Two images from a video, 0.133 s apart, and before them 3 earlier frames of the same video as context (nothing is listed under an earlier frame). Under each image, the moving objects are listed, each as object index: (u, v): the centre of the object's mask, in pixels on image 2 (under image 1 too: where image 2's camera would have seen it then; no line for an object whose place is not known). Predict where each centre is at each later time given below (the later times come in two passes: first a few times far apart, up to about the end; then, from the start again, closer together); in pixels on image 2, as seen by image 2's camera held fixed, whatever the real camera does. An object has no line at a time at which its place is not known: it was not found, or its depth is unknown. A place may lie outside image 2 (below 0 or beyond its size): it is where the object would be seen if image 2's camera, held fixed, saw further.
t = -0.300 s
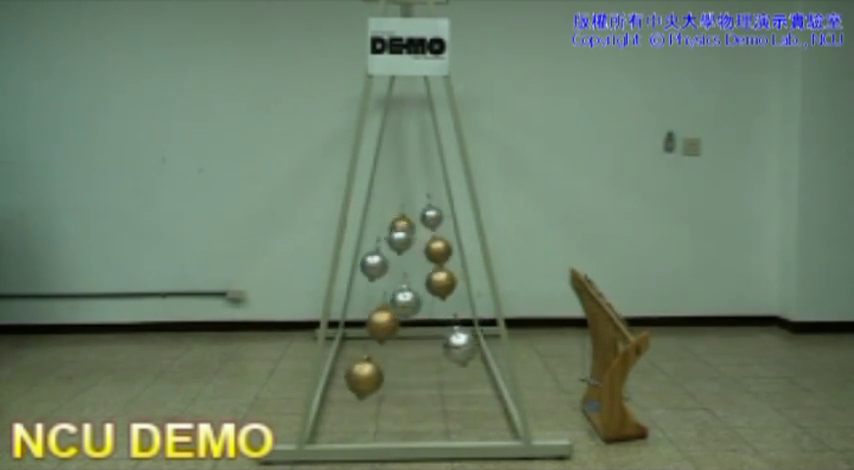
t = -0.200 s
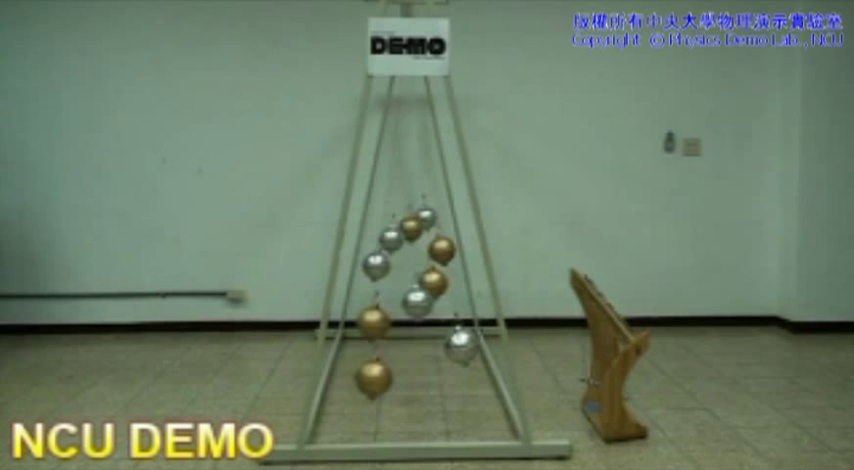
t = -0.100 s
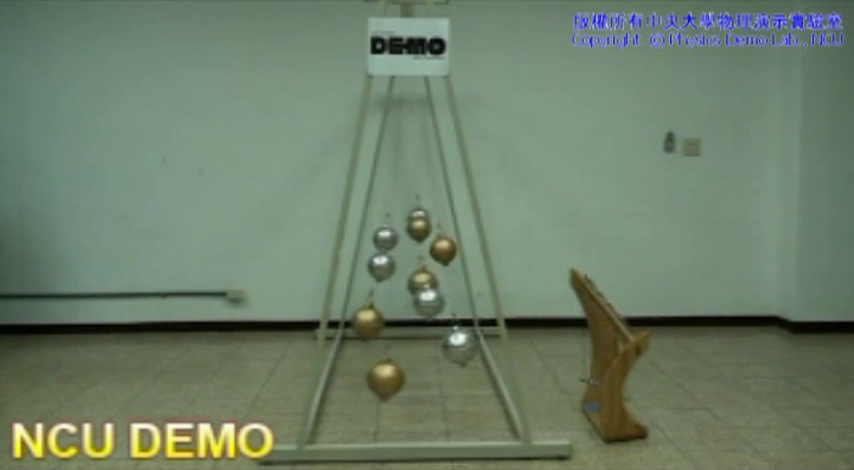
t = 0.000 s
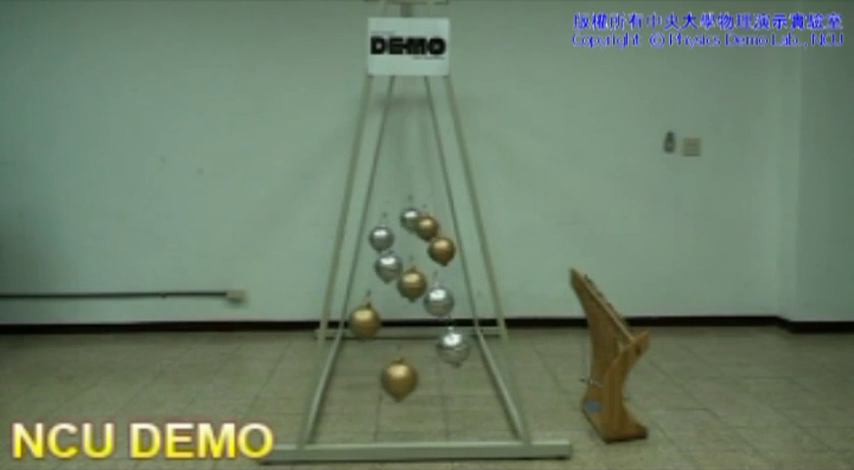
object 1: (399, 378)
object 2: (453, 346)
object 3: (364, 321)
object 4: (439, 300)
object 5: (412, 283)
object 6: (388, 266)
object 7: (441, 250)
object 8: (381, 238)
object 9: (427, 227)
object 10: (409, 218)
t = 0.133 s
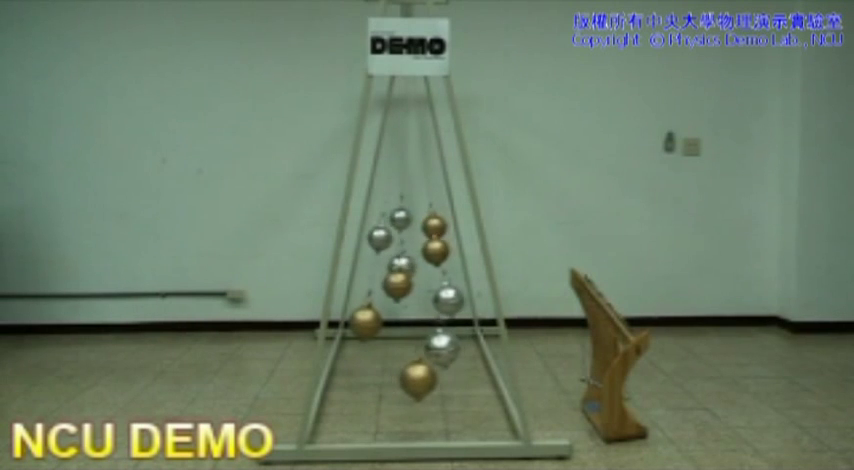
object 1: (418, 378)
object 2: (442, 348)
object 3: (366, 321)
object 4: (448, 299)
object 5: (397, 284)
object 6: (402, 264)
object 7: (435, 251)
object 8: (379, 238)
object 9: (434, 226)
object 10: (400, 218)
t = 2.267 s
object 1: (375, 378)
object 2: (459, 345)
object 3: (367, 321)
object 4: (436, 301)
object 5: (408, 285)
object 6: (396, 266)
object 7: (435, 251)
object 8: (381, 238)
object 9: (437, 225)
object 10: (391, 217)
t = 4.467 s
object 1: (357, 376)
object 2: (458, 346)
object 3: (376, 322)
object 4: (427, 302)
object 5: (411, 282)
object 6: (399, 266)
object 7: (430, 251)
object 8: (386, 239)
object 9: (437, 225)
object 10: (386, 216)
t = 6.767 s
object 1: (358, 376)
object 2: (452, 347)
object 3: (379, 323)
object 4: (429, 301)
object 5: (404, 285)
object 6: (412, 264)
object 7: (418, 249)
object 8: (399, 239)
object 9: (423, 227)
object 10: (394, 217)
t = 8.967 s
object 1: (376, 378)
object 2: (433, 349)
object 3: (394, 324)
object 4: (419, 302)
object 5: (405, 282)
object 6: (414, 264)
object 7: (408, 249)
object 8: (411, 236)
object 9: (412, 224)
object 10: (408, 214)
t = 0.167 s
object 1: (423, 379)
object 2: (438, 348)
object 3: (367, 321)
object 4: (450, 299)
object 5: (394, 283)
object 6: (407, 265)
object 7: (433, 251)
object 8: (380, 238)
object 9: (435, 225)
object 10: (398, 218)
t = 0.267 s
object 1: (437, 379)
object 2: (425, 347)
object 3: (373, 322)
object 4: (453, 299)
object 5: (385, 283)
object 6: (415, 267)
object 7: (427, 248)
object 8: (383, 238)
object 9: (438, 226)
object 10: (392, 217)
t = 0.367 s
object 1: (448, 376)
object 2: (413, 350)
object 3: (381, 322)
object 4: (453, 298)
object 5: (378, 282)
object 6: (425, 267)
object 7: (414, 248)
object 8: (389, 239)
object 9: (438, 226)
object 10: (387, 216)
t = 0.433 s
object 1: (454, 376)
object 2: (404, 350)
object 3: (388, 323)
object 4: (451, 299)
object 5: (375, 281)
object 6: (431, 266)
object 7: (409, 252)
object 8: (393, 238)
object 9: (436, 226)
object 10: (386, 216)
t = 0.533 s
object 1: (462, 374)
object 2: (392, 349)
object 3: (401, 320)
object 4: (446, 300)
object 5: (372, 281)
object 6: (439, 265)
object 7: (400, 252)
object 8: (403, 236)
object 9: (432, 226)
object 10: (385, 217)
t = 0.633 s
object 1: (466, 374)
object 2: (380, 349)
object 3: (412, 323)
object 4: (438, 301)
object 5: (373, 281)
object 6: (444, 264)
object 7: (391, 251)
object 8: (412, 239)
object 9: (427, 226)
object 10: (387, 217)
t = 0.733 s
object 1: (466, 374)
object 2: (371, 348)
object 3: (424, 324)
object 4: (428, 298)
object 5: (377, 283)
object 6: (446, 264)
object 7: (384, 251)
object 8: (420, 241)
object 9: (417, 224)
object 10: (391, 218)
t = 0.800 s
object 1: (464, 374)
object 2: (366, 348)
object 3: (432, 323)
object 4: (419, 300)
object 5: (380, 282)
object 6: (446, 264)
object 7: (381, 250)
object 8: (426, 238)
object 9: (410, 227)
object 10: (394, 217)
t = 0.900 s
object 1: (459, 375)
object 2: (362, 347)
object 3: (442, 321)
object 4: (409, 302)
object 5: (387, 283)
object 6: (443, 265)
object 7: (378, 250)
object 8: (433, 238)
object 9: (404, 229)
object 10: (401, 213)
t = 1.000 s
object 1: (451, 376)
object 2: (361, 347)
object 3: (450, 321)
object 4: (397, 303)
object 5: (397, 280)
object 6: (439, 266)
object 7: (378, 250)
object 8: (438, 237)
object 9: (395, 228)
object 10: (411, 218)
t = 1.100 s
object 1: (439, 377)
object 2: (363, 347)
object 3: (455, 320)
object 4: (386, 302)
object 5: (408, 283)
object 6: (431, 266)
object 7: (380, 251)
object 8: (440, 237)
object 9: (389, 227)
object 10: (418, 218)
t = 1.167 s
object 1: (431, 378)
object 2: (367, 347)
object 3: (457, 320)
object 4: (380, 302)
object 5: (415, 285)
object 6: (425, 265)
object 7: (383, 251)
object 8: (440, 237)
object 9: (386, 226)
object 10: (423, 218)
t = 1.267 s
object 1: (417, 378)
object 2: (374, 349)
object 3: (456, 320)
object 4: (373, 301)
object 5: (426, 284)
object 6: (414, 265)
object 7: (390, 252)
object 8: (438, 237)
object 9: (383, 226)
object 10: (428, 216)
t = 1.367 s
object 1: (403, 379)
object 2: (384, 348)
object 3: (453, 321)
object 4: (369, 300)
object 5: (435, 282)
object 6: (404, 267)
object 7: (397, 248)
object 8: (434, 238)
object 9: (383, 226)
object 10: (433, 215)
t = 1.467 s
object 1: (389, 379)
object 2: (396, 347)
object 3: (447, 322)
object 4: (367, 300)
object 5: (442, 281)
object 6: (394, 267)
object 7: (410, 250)
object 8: (427, 238)
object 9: (385, 227)
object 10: (435, 216)
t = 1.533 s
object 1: (381, 377)
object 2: (404, 350)
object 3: (441, 322)
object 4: (368, 300)
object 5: (446, 281)
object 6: (389, 266)
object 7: (414, 252)
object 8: (423, 235)
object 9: (388, 227)
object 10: (435, 216)
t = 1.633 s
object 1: (370, 377)
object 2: (417, 349)
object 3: (432, 321)
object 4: (372, 301)
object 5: (448, 280)
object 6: (381, 265)
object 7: (424, 252)
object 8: (411, 237)
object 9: (393, 227)
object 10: (433, 216)
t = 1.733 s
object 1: (362, 377)
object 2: (430, 348)
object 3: (418, 321)
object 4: (379, 301)
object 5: (449, 280)
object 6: (376, 265)
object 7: (432, 251)
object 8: (403, 241)
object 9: (401, 224)
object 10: (429, 217)
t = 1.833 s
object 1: (357, 376)
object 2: (441, 348)
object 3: (407, 324)
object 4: (388, 301)
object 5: (446, 281)
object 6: (374, 265)
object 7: (437, 250)
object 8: (395, 239)
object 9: (412, 227)
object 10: (424, 216)
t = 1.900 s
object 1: (355, 376)
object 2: (447, 347)
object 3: (399, 325)
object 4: (396, 299)
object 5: (442, 282)
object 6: (375, 264)
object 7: (440, 249)
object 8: (390, 238)
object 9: (416, 228)
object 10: (418, 213)
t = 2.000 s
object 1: (356, 376)
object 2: (455, 346)
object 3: (387, 323)
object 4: (407, 301)
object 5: (435, 282)
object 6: (377, 265)
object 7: (442, 249)
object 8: (384, 237)
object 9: (424, 227)
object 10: (408, 217)
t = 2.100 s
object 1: (361, 376)
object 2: (459, 345)
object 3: (377, 322)
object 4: (419, 302)
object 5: (427, 280)
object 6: (383, 266)
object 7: (442, 250)
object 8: (381, 237)
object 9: (430, 227)
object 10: (402, 218)
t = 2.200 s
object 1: (368, 377)
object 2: (461, 345)
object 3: (370, 322)
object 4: (429, 301)
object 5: (413, 281)
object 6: (390, 267)
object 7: (439, 250)
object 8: (380, 237)
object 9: (435, 225)
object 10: (395, 218)
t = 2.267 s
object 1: (375, 378)
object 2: (459, 345)
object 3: (367, 321)
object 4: (436, 301)
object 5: (408, 285)
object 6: (396, 266)
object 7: (435, 251)
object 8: (381, 238)
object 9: (437, 225)
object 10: (391, 217)
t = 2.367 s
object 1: (387, 378)
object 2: (455, 346)
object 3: (365, 321)
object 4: (444, 300)
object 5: (398, 284)
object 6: (408, 265)
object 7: (428, 251)
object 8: (384, 238)
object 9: (437, 226)
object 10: (387, 216)
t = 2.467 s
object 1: (400, 378)
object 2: (448, 347)
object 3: (366, 321)
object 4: (450, 300)
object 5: (388, 283)
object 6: (417, 268)
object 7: (419, 248)
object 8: (390, 239)
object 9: (436, 226)
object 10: (385, 216)
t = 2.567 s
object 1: (414, 379)
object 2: (437, 348)
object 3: (370, 322)
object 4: (453, 299)
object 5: (380, 282)
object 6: (427, 266)
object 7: (408, 252)
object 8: (396, 237)
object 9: (432, 226)
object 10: (385, 217)
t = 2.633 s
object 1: (423, 380)
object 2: (430, 347)
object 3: (375, 322)
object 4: (453, 299)
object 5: (376, 282)
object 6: (433, 266)
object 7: (403, 252)
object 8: (404, 235)
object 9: (428, 227)
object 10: (387, 217)
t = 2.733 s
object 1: (437, 377)
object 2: (417, 349)
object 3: (383, 322)
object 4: (450, 300)
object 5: (373, 281)
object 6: (440, 265)
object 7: (394, 252)
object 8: (414, 240)
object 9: (423, 224)
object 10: (392, 218)
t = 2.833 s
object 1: (448, 376)
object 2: (404, 350)
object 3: (393, 321)
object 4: (444, 300)
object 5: (373, 281)
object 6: (444, 264)
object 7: (387, 251)
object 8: (421, 239)
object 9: (410, 225)
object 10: (396, 218)
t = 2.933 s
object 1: (457, 375)
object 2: (392, 349)
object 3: (407, 321)
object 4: (436, 301)
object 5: (375, 282)
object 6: (445, 264)
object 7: (381, 250)
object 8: (429, 238)
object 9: (404, 229)
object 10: (406, 214)
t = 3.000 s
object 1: (461, 375)
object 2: (384, 349)
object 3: (416, 323)
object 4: (430, 299)
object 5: (378, 282)
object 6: (445, 264)
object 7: (379, 250)
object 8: (433, 237)
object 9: (399, 228)
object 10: (412, 216)
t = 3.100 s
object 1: (465, 374)
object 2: (374, 349)
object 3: (428, 324)
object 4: (417, 299)
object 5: (385, 283)
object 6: (442, 265)
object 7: (378, 250)
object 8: (438, 237)
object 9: (392, 227)
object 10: (418, 218)
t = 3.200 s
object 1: (465, 374)
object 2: (367, 348)
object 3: (438, 322)
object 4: (407, 302)
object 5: (393, 281)
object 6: (437, 265)
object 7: (379, 251)
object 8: (440, 237)
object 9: (387, 226)
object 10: (425, 217)
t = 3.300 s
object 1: (462, 375)
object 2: (362, 347)
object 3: (447, 321)
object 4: (396, 303)
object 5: (405, 280)
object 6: (429, 266)
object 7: (384, 251)
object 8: (439, 237)
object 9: (384, 225)
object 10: (430, 216)
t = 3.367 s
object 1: (458, 375)
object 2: (361, 347)
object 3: (451, 321)
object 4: (388, 302)
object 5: (412, 284)
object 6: (423, 265)
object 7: (388, 252)
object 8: (437, 238)
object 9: (383, 226)
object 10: (433, 215)
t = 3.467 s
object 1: (449, 376)
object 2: (362, 347)
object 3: (456, 321)
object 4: (379, 301)
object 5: (422, 284)
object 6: (412, 266)
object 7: (395, 251)
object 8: (432, 239)
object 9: (384, 226)
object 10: (435, 215)
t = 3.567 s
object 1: (438, 377)
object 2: (367, 348)
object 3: (456, 320)
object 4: (373, 301)
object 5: (432, 283)
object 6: (402, 268)
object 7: (405, 248)
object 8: (425, 239)
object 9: (388, 227)
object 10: (434, 216)
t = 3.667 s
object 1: (425, 378)
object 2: (374, 348)
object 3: (454, 320)
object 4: (369, 300)
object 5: (439, 281)
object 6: (393, 267)
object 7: (414, 252)
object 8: (417, 235)
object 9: (394, 227)
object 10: (431, 216)
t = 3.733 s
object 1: (416, 379)
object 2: (380, 349)
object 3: (451, 321)
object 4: (368, 300)
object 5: (443, 281)
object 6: (387, 266)
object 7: (421, 253)
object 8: (410, 238)
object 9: (397, 226)
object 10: (429, 217)
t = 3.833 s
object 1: (402, 380)
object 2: (391, 348)
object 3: (444, 322)
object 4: (369, 301)
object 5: (447, 281)
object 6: (381, 266)
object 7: (429, 251)
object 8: (402, 241)
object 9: (407, 223)
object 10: (423, 217)
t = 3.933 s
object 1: (388, 379)
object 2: (405, 349)
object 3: (435, 323)
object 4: (374, 301)
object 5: (448, 281)
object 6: (376, 265)
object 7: (436, 250)
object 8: (394, 239)
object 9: (415, 228)
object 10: (415, 213)
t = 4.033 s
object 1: (376, 378)
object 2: (418, 349)
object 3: (425, 320)
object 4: (381, 301)
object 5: (446, 281)
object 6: (375, 265)
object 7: (440, 250)
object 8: (387, 238)
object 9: (423, 228)
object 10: (406, 218)
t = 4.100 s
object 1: (369, 377)
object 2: (426, 349)
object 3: (415, 321)
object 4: (387, 301)
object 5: (444, 282)
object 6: (375, 265)
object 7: (442, 250)
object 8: (384, 237)
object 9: (428, 227)
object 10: (402, 218)
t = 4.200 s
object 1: (362, 376)
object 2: (437, 348)
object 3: (403, 325)
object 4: (397, 300)
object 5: (437, 282)
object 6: (378, 265)
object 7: (442, 250)
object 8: (381, 237)
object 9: (433, 226)
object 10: (395, 218)
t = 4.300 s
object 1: (357, 376)
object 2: (447, 347)
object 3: (392, 323)
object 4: (410, 301)
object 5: (429, 283)
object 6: (385, 266)
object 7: (440, 251)
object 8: (380, 237)
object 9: (436, 225)
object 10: (390, 217)
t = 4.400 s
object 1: (356, 376)
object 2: (454, 346)
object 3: (381, 322)
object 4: (420, 303)
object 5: (418, 280)
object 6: (392, 266)
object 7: (434, 251)
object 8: (383, 238)
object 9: (437, 225)
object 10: (386, 216)
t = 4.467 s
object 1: (357, 376)
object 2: (458, 346)
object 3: (376, 322)
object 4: (427, 302)
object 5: (411, 282)
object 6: (399, 266)
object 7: (430, 251)
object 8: (386, 239)
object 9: (437, 225)
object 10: (386, 216)
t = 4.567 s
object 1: (362, 377)
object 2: (459, 345)
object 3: (369, 322)
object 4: (437, 301)
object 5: (401, 284)
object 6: (410, 265)
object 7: (423, 249)
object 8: (392, 239)
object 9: (433, 226)
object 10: (386, 216)
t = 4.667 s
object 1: (370, 378)
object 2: (459, 345)
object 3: (366, 321)
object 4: (445, 300)
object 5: (391, 283)
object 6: (419, 268)
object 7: (411, 250)
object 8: (398, 238)
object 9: (428, 227)
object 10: (389, 217)
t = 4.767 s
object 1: (380, 378)
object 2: (455, 346)
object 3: (366, 321)
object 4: (450, 300)
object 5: (383, 283)
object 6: (428, 267)
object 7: (403, 252)
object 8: (409, 236)
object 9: (422, 226)
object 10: (394, 217)
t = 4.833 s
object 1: (388, 378)
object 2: (449, 347)
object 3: (368, 322)
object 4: (451, 299)
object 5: (379, 282)
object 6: (434, 266)
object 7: (397, 251)
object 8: (416, 240)
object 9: (417, 223)
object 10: (398, 218)
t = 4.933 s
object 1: (402, 379)
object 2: (440, 348)
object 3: (372, 322)
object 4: (452, 299)
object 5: (375, 282)
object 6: (440, 265)
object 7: (389, 251)
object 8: (423, 239)
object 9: (406, 227)
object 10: (407, 214)
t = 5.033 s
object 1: (416, 379)
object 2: (430, 348)
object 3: (381, 323)
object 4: (449, 300)
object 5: (373, 282)
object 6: (444, 265)
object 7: (383, 250)
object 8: (430, 238)
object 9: (399, 228)
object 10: (415, 217)
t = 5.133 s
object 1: (429, 378)
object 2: (416, 348)
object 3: (390, 323)
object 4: (443, 301)
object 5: (374, 282)
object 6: (445, 265)
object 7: (379, 250)
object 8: (435, 238)
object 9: (392, 227)
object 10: (421, 218)
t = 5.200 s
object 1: (438, 377)
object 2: (408, 350)
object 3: (397, 321)
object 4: (438, 301)
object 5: (377, 282)
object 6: (445, 265)
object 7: (378, 250)
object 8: (438, 237)
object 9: (389, 226)
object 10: (425, 218)
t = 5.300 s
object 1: (449, 376)
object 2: (396, 349)
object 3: (411, 322)
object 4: (428, 301)
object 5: (383, 282)
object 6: (441, 265)
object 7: (379, 250)
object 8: (440, 237)
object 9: (385, 225)
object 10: (430, 216)
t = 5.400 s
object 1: (457, 375)
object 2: (384, 349)
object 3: (423, 324)
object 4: (416, 299)
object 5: (391, 283)
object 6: (435, 265)
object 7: (383, 251)
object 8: (439, 238)
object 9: (384, 225)
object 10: (433, 215)
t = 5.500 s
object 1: (463, 375)
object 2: (375, 348)
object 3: (434, 322)
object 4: (405, 302)
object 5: (400, 280)
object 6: (427, 266)
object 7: (388, 252)
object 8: (435, 238)
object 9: (385, 225)
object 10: (434, 215)
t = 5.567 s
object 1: (464, 374)
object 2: (370, 348)
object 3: (440, 322)
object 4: (398, 302)
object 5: (410, 281)
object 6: (422, 264)
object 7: (393, 252)
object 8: (431, 238)
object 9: (387, 226)
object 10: (434, 215)
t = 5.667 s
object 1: (464, 374)
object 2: (364, 347)
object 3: (448, 321)
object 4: (388, 302)
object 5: (419, 284)
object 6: (410, 264)
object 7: (398, 249)
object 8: (423, 239)
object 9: (392, 227)
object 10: (431, 216)
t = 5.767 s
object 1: (461, 375)
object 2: (363, 347)
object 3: (454, 320)
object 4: (379, 302)
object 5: (428, 283)
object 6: (401, 266)
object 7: (414, 250)
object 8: (415, 235)
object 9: (397, 227)
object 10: (426, 217)
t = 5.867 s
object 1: (454, 375)
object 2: (364, 347)
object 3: (456, 320)
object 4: (373, 301)
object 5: (437, 282)
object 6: (392, 266)
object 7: (420, 252)
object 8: (405, 239)
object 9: (405, 224)
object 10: (420, 217)
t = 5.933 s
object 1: (448, 376)
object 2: (366, 348)
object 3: (456, 320)
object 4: (370, 301)
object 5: (441, 281)
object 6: (387, 266)
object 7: (426, 251)
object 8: (401, 239)
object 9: (415, 226)
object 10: (413, 215)
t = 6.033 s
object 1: (437, 377)
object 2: (372, 348)
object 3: (453, 320)
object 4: (369, 301)
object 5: (446, 281)
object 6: (380, 265)
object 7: (433, 250)
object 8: (393, 238)
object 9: (421, 228)
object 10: (405, 217)
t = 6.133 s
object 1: (424, 378)
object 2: (381, 349)
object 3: (447, 321)
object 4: (370, 300)
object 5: (448, 281)
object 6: (376, 265)
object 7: (439, 250)
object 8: (387, 238)
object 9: (427, 227)
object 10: (399, 218)
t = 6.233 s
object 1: (410, 378)
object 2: (392, 349)
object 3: (438, 322)
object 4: (375, 301)
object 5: (447, 281)
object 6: (375, 265)
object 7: (441, 250)
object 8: (383, 237)
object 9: (432, 226)
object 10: (393, 217)
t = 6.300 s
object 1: (401, 379)
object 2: (400, 347)
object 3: (432, 323)
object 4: (379, 301)
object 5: (445, 281)
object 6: (376, 265)
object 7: (442, 250)
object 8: (381, 237)
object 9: (435, 225)
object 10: (390, 217)
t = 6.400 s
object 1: (388, 378)
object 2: (413, 349)
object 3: (422, 321)
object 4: (388, 301)
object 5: (439, 282)
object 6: (380, 266)
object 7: (440, 250)
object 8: (381, 238)
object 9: (437, 225)
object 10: (387, 216)
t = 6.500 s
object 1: (376, 378)
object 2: (425, 349)
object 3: (408, 324)
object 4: (398, 300)
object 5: (431, 283)
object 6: (386, 266)
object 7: (436, 251)
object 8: (383, 238)
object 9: (436, 225)
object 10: (386, 216)
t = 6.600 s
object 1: (367, 377)
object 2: (437, 348)
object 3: (396, 324)
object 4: (411, 300)
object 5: (424, 281)
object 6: (394, 267)
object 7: (429, 252)
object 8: (389, 238)
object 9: (433, 225)
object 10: (387, 216)
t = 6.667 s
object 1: (362, 376)
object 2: (443, 348)
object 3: (389, 323)
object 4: (418, 302)
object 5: (415, 279)
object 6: (401, 266)
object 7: (424, 252)
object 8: (393, 239)
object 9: (430, 226)
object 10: (389, 216)
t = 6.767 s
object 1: (358, 376)
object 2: (452, 347)
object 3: (379, 323)
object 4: (429, 301)
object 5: (404, 285)
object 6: (412, 264)
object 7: (418, 249)
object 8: (399, 239)
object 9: (423, 227)
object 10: (394, 217)
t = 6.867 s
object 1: (357, 376)
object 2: (457, 346)
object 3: (372, 322)
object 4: (438, 301)
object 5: (395, 283)
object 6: (421, 267)
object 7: (404, 251)
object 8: (410, 237)
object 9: (418, 225)
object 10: (400, 217)
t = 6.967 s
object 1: (360, 376)
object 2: (459, 346)
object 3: (368, 321)
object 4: (445, 300)
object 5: (386, 283)
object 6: (430, 266)
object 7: (397, 252)
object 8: (419, 239)
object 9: (404, 228)
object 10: (410, 215)
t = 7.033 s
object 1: (363, 377)
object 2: (459, 346)
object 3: (366, 321)
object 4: (448, 300)
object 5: (381, 282)
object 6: (435, 265)
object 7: (392, 252)
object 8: (424, 238)
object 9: (402, 228)
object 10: (415, 216)
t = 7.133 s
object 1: (371, 378)
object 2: (455, 346)
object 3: (367, 321)
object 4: (451, 300)
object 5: (376, 282)
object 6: (440, 266)
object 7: (385, 251)
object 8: (431, 238)
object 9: (395, 227)
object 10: (421, 217)
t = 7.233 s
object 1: (382, 378)
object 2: (449, 347)
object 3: (371, 322)
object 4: (451, 300)
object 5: (374, 282)
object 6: (444, 265)
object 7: (381, 250)
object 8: (436, 238)
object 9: (389, 226)
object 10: (427, 217)
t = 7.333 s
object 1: (394, 379)
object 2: (440, 348)
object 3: (378, 323)
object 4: (448, 300)
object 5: (374, 282)
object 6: (445, 265)
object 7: (379, 250)
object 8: (439, 238)
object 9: (385, 226)
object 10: (431, 216)
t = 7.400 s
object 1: (403, 379)
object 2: (433, 348)
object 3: (383, 322)
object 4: (444, 300)
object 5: (376, 282)
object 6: (443, 265)
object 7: (379, 250)
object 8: (439, 237)
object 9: (384, 226)
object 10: (433, 215)
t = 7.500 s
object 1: (417, 380)
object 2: (421, 348)
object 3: (393, 323)
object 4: (436, 301)
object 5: (381, 282)
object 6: (440, 265)
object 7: (382, 251)
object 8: (438, 237)
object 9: (384, 226)
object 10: (434, 215)
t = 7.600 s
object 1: (430, 379)
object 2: (409, 350)
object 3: (405, 322)
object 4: (426, 302)
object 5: (388, 283)
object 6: (433, 266)
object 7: (387, 251)
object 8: (434, 238)
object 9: (387, 226)
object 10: (433, 216)
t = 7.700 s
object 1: (442, 377)
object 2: (396, 349)
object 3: (418, 324)
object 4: (415, 299)
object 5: (397, 283)
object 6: (425, 267)
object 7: (394, 252)
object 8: (428, 239)
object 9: (392, 226)
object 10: (429, 216)
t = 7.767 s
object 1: (449, 376)
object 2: (388, 349)
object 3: (425, 323)
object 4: (408, 302)
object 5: (404, 280)
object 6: (419, 266)
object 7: (399, 252)
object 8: (422, 240)
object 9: (396, 227)
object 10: (426, 216)
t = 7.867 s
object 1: (457, 375)
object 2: (378, 349)
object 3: (436, 322)
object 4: (397, 302)
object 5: (417, 284)
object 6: (407, 266)
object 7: (409, 249)
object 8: (416, 237)
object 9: (400, 226)
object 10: (420, 217)
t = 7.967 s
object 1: (462, 375)
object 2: (370, 348)
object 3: (445, 322)
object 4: (386, 302)
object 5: (424, 283)
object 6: (399, 267)
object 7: (418, 251)
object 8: (404, 236)
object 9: (416, 226)
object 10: (411, 214)
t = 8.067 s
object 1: (464, 375)
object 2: (365, 348)
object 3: (451, 321)
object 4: (378, 301)
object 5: (434, 283)
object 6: (390, 267)
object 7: (426, 252)
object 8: (397, 239)
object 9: (419, 227)
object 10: (403, 217)
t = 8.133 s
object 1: (463, 375)
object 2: (363, 348)
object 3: (454, 321)
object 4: (374, 301)
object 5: (439, 282)
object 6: (385, 266)
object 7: (431, 251)
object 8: (392, 238)
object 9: (424, 227)
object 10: (399, 217)
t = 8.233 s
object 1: (460, 375)
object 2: (363, 348)
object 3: (455, 321)
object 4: (370, 301)
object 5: (444, 281)
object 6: (379, 266)
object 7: (437, 250)
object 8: (386, 238)
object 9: (430, 226)
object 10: (393, 217)
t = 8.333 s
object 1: (453, 376)
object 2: (367, 348)
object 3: (454, 320)
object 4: (369, 301)
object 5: (447, 281)
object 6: (376, 265)
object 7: (440, 250)
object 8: (382, 238)
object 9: (434, 225)
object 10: (389, 216)
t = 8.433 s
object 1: (443, 377)
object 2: (373, 349)
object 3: (449, 321)
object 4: (371, 301)
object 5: (447, 281)
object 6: (376, 265)
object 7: (441, 250)
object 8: (381, 238)
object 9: (436, 225)
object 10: (386, 216)
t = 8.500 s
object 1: (436, 378)
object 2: (378, 349)
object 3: (445, 322)
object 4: (374, 301)
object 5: (446, 281)
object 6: (377, 265)
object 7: (440, 250)
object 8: (381, 238)
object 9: (436, 225)
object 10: (386, 216)
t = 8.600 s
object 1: (423, 378)
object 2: (389, 349)
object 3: (436, 323)
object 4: (381, 301)
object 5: (441, 282)
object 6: (381, 266)
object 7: (437, 250)
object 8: (384, 238)
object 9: (434, 225)
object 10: (388, 216)
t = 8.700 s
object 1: (409, 379)
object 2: (400, 348)
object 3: (425, 324)
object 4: (390, 302)
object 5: (434, 283)
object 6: (388, 267)
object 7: (432, 251)
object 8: (390, 238)
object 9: (430, 226)
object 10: (392, 216)
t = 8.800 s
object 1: (397, 377)
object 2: (413, 349)
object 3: (414, 322)
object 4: (400, 301)
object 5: (425, 284)
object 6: (396, 267)
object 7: (424, 252)
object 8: (396, 239)
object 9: (424, 226)
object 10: (397, 217)
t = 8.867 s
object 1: (387, 379)
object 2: (421, 350)
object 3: (404, 324)
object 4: (409, 300)
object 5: (421, 281)
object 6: (402, 267)
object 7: (420, 251)
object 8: (401, 238)
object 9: (420, 226)
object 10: (401, 216)
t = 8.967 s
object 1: (376, 378)
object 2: (433, 349)
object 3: (394, 324)
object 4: (419, 302)
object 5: (405, 282)
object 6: (414, 264)
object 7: (408, 249)
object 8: (411, 236)
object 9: (412, 224)
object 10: (408, 214)
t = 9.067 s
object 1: (367, 377)
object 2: (443, 348)
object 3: (383, 323)
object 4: (430, 302)
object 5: (398, 284)
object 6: (422, 267)
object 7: (399, 252)
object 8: (420, 238)
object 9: (401, 227)
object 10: (419, 216)
